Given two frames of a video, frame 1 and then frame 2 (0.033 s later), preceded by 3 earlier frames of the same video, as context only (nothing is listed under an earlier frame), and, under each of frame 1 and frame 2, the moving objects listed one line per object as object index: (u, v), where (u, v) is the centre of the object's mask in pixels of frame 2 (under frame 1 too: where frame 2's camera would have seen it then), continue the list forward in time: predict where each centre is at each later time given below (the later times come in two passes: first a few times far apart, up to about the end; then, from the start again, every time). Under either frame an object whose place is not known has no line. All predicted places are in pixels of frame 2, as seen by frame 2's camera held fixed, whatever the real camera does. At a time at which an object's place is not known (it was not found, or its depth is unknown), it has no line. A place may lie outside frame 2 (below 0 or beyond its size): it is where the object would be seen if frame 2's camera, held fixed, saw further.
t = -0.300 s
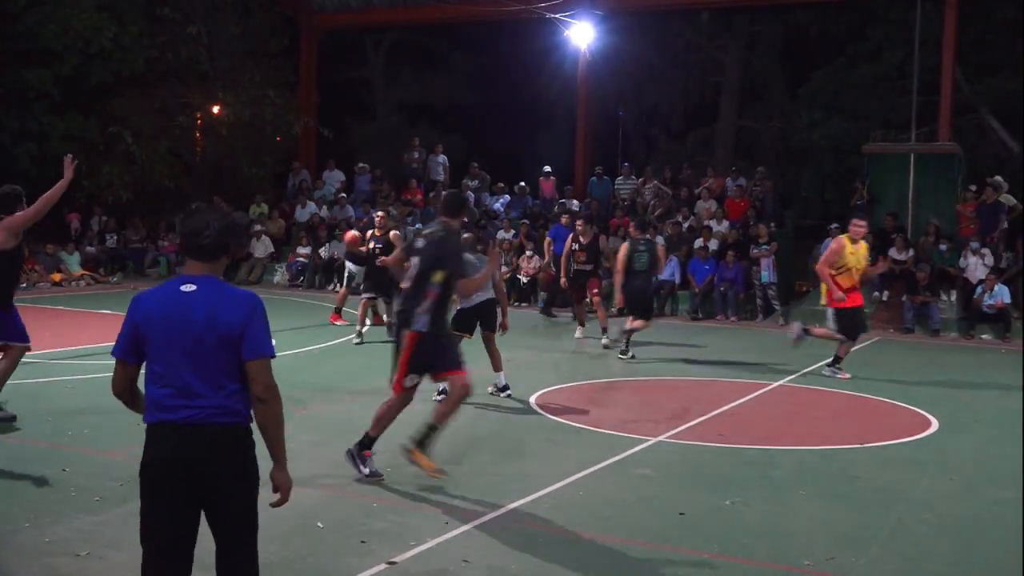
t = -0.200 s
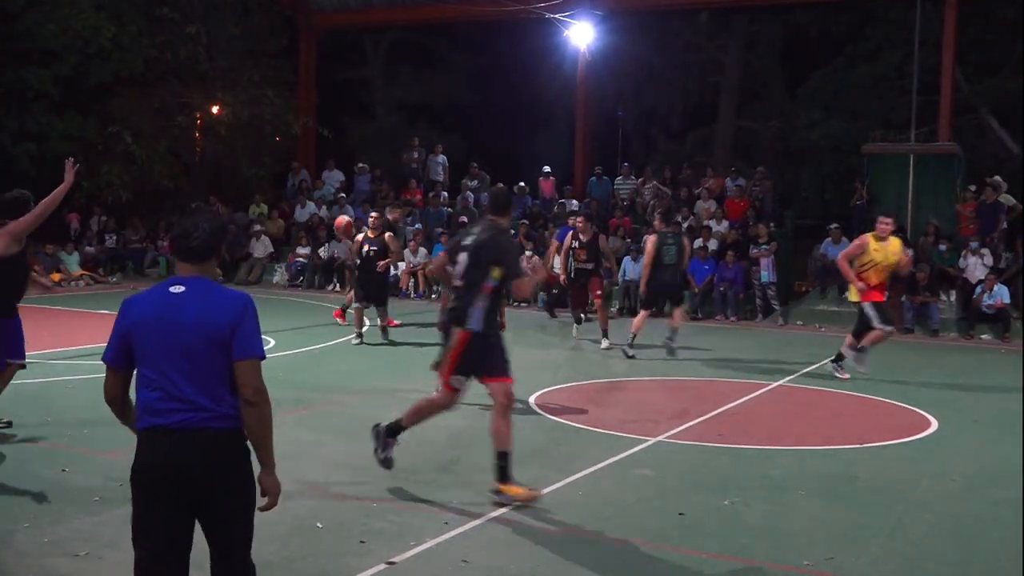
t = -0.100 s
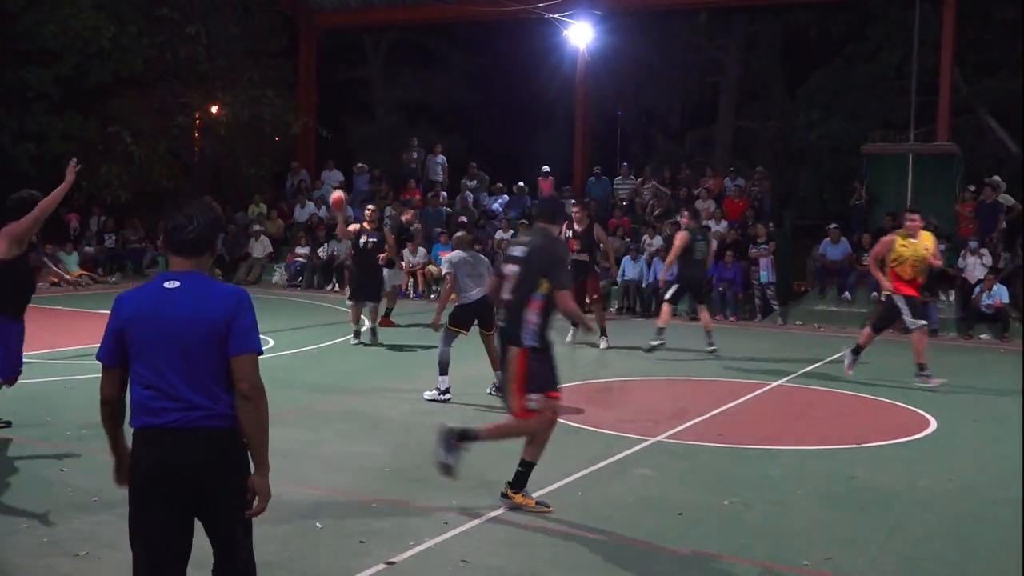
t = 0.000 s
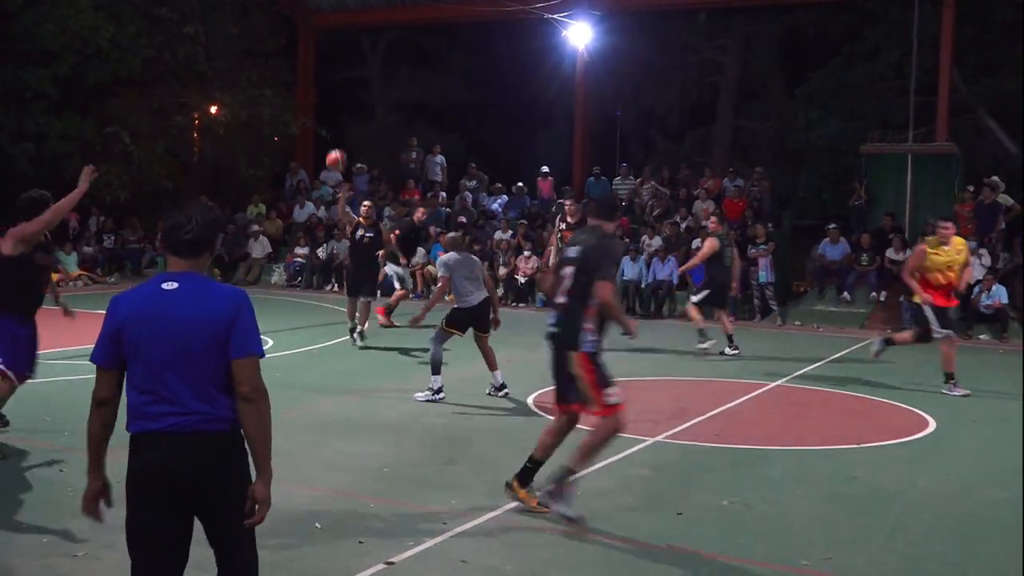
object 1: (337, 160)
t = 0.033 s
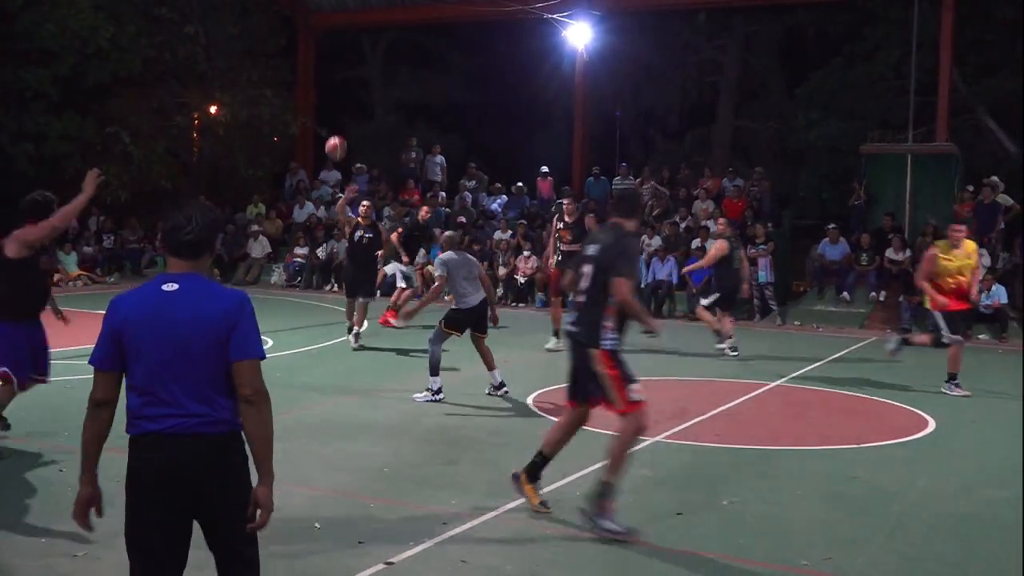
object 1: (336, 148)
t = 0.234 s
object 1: (334, 79)
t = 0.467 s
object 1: (332, 32)
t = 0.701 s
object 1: (320, 44)
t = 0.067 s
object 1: (336, 135)
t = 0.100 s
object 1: (335, 123)
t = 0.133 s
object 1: (335, 110)
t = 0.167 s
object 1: (335, 99)
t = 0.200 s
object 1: (334, 89)
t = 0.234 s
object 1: (334, 79)
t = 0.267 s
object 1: (334, 70)
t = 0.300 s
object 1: (333, 61)
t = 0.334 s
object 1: (333, 54)
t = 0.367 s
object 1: (333, 47)
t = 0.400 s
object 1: (333, 41)
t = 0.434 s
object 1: (332, 36)
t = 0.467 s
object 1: (332, 32)
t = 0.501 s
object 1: (330, 30)
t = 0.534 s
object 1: (329, 28)
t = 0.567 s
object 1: (328, 28)
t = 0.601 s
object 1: (326, 30)
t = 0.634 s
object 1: (326, 33)
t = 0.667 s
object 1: (325, 37)
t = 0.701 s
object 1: (320, 44)
